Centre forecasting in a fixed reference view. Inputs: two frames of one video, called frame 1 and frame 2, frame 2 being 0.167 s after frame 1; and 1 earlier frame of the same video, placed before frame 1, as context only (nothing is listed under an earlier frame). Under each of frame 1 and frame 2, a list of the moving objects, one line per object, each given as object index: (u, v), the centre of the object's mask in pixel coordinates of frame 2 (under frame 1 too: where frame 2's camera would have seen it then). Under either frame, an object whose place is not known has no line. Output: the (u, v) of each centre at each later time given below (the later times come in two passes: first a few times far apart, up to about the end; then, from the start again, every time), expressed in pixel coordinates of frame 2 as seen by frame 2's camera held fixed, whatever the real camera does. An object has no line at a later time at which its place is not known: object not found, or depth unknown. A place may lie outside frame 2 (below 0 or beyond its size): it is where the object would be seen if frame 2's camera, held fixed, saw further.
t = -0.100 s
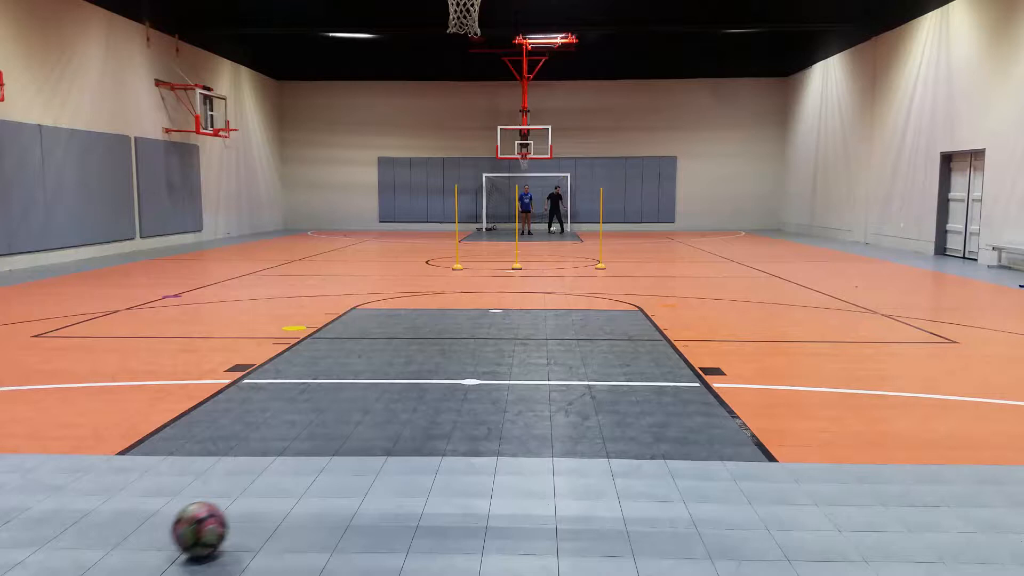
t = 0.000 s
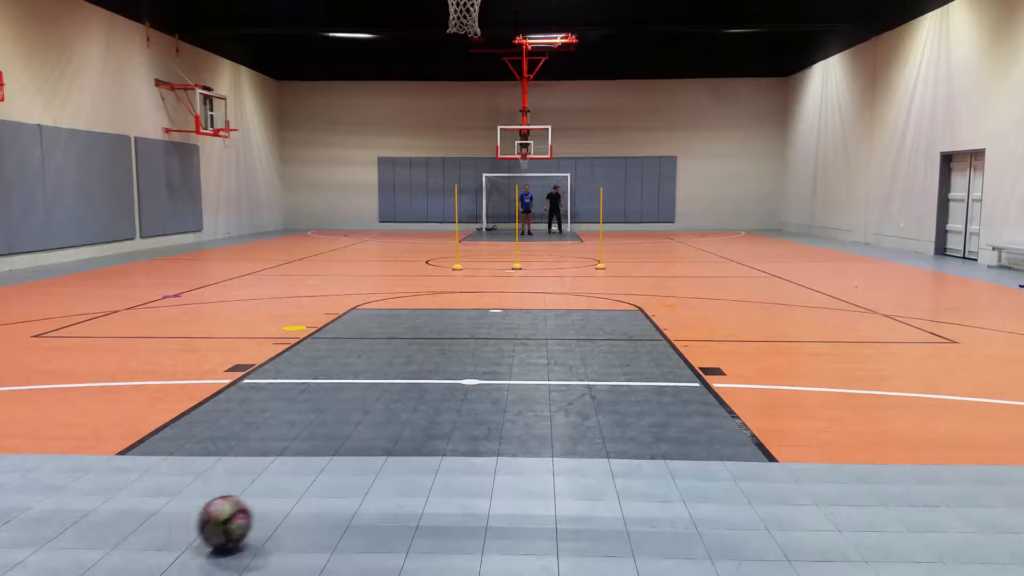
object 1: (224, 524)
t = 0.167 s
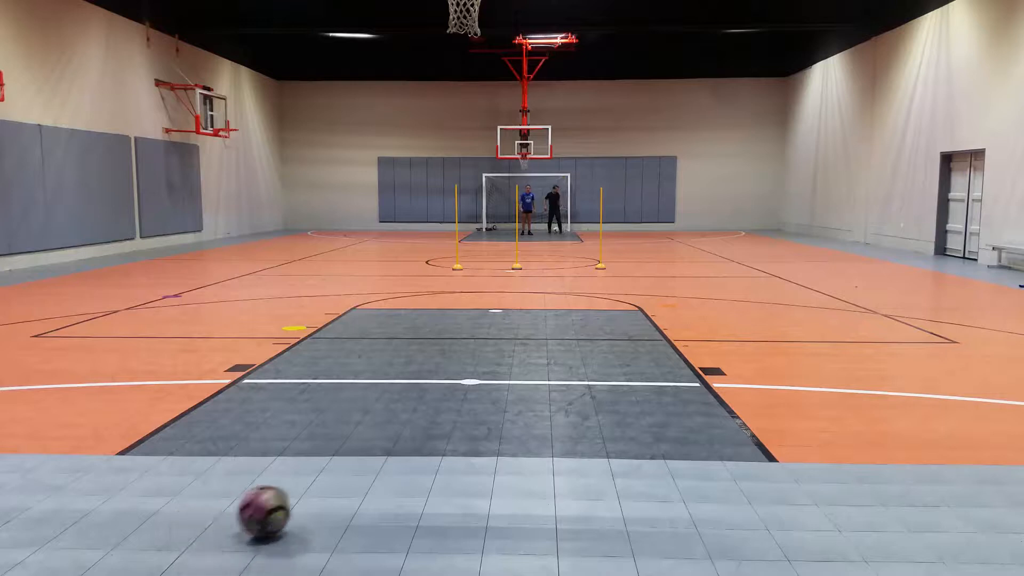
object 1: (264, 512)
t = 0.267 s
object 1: (287, 506)
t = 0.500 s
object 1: (335, 492)
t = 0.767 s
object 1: (385, 479)
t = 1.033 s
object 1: (429, 466)
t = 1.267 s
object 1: (465, 457)
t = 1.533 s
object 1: (501, 448)
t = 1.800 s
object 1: (535, 440)
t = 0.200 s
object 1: (272, 510)
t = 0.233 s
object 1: (280, 508)
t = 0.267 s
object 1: (287, 506)
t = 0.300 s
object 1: (294, 504)
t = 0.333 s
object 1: (301, 501)
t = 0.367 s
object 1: (308, 499)
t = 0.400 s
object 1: (315, 498)
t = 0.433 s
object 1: (322, 496)
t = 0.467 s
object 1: (329, 494)
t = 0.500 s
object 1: (335, 492)
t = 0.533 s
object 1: (342, 491)
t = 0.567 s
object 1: (348, 489)
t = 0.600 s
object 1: (354, 488)
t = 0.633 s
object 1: (361, 486)
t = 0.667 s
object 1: (367, 483)
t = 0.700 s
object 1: (373, 482)
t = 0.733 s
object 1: (379, 481)
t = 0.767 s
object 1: (385, 479)
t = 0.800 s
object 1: (391, 477)
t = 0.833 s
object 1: (397, 475)
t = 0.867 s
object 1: (402, 474)
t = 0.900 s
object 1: (408, 472)
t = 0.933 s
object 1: (414, 470)
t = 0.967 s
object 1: (419, 469)
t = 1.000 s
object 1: (424, 467)
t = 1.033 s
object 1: (429, 466)
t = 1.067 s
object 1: (435, 464)
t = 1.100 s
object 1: (440, 463)
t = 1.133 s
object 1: (445, 462)
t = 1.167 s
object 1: (449, 461)
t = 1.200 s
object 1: (455, 459)
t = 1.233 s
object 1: (460, 458)
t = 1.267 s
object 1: (465, 457)
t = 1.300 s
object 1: (469, 456)
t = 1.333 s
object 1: (474, 454)
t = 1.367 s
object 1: (479, 453)
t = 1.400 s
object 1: (484, 452)
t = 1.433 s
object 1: (488, 450)
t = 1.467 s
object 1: (492, 450)
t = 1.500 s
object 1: (497, 448)
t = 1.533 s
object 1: (501, 448)
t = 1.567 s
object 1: (505, 447)
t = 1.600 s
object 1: (510, 446)
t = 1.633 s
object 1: (515, 445)
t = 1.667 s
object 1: (519, 443)
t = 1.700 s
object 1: (523, 443)
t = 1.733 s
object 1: (527, 441)
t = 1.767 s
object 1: (531, 440)
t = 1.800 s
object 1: (535, 440)
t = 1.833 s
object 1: (539, 439)
